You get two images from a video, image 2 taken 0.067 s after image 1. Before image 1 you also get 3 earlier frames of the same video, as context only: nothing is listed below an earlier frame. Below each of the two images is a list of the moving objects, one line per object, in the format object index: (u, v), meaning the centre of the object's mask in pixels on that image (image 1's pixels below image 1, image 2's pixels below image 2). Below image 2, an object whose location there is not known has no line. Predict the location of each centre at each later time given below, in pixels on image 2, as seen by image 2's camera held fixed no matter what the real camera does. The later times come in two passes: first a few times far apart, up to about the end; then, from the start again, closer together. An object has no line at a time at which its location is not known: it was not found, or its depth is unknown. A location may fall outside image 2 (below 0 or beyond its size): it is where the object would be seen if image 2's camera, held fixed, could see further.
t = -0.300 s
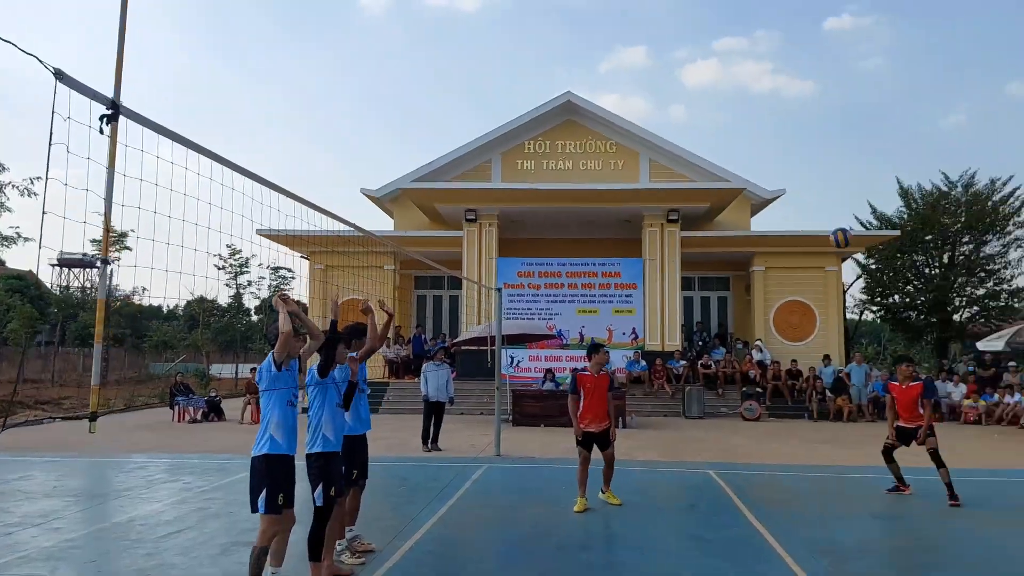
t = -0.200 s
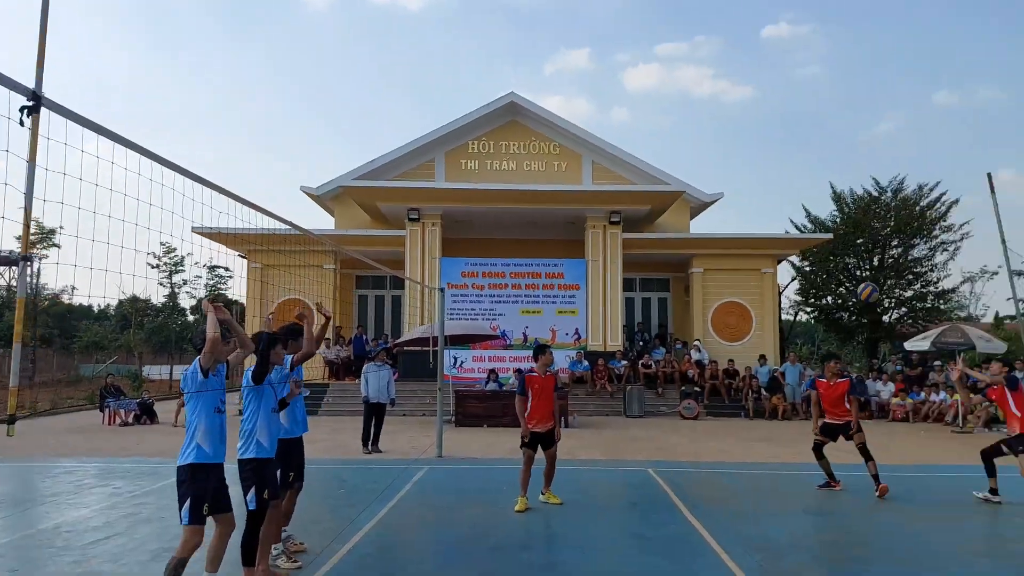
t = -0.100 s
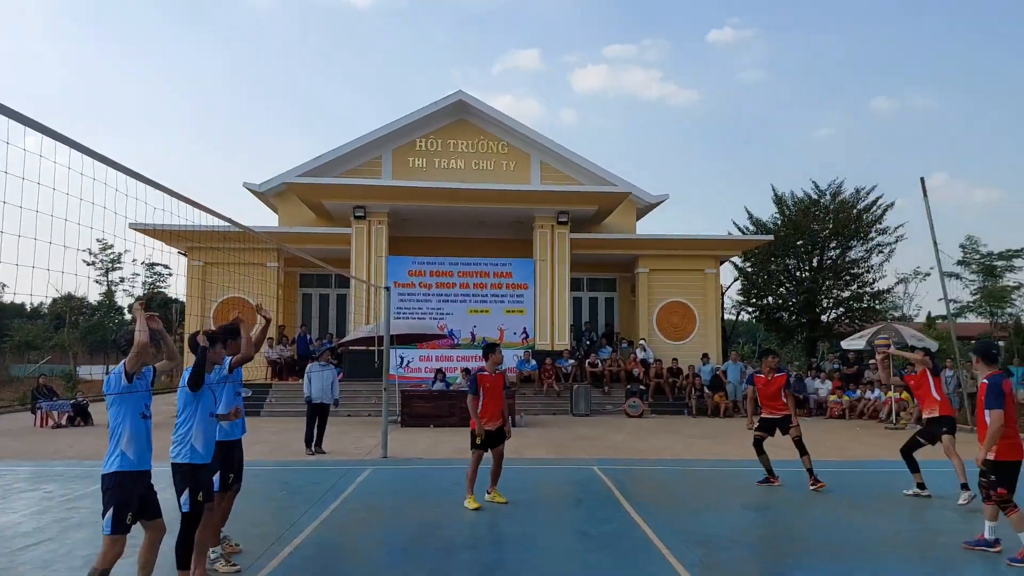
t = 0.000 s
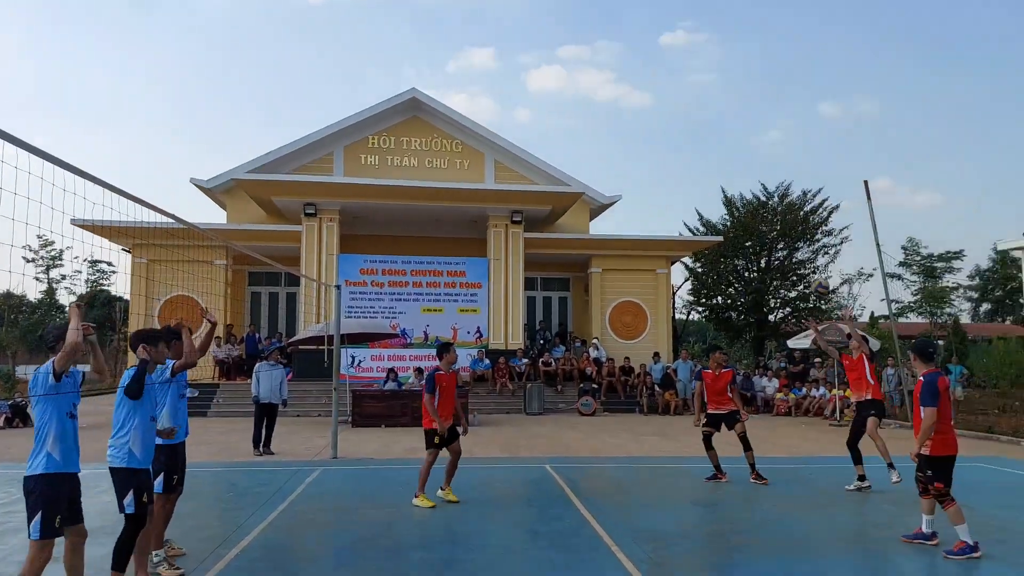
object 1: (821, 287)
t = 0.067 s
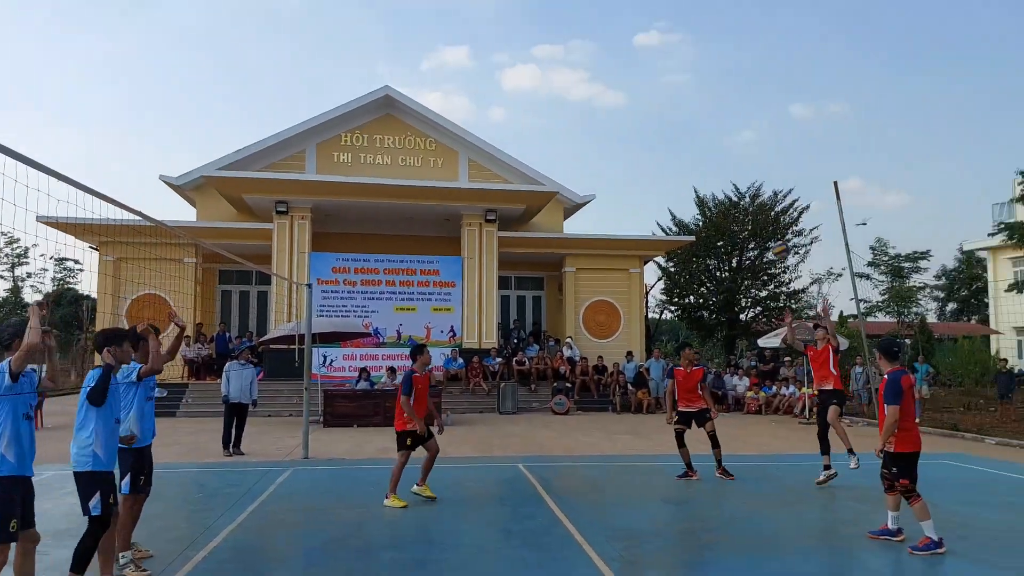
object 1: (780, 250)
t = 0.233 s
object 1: (760, 179)
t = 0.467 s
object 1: (742, 120)
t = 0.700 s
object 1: (728, 104)
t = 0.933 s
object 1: (717, 125)
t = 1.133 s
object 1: (708, 171)
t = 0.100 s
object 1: (775, 233)
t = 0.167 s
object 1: (767, 204)
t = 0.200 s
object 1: (763, 191)
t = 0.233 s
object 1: (760, 179)
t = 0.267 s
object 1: (757, 168)
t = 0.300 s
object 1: (754, 157)
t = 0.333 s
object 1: (752, 148)
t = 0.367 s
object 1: (749, 140)
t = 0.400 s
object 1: (747, 133)
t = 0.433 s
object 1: (744, 126)
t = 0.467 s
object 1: (742, 120)
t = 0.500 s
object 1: (740, 116)
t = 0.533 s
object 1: (738, 112)
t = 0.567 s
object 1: (736, 109)
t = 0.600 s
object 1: (733, 106)
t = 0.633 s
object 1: (732, 104)
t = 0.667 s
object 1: (730, 104)
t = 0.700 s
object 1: (728, 104)
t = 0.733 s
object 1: (727, 105)
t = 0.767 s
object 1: (725, 106)
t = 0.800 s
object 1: (723, 108)
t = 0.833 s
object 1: (722, 111)
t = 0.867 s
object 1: (721, 115)
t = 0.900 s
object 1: (719, 120)
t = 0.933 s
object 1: (717, 125)
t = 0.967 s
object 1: (716, 131)
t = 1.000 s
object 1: (714, 137)
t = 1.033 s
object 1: (713, 145)
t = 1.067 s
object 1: (711, 153)
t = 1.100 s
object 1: (710, 161)
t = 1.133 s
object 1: (708, 171)
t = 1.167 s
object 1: (707, 180)
